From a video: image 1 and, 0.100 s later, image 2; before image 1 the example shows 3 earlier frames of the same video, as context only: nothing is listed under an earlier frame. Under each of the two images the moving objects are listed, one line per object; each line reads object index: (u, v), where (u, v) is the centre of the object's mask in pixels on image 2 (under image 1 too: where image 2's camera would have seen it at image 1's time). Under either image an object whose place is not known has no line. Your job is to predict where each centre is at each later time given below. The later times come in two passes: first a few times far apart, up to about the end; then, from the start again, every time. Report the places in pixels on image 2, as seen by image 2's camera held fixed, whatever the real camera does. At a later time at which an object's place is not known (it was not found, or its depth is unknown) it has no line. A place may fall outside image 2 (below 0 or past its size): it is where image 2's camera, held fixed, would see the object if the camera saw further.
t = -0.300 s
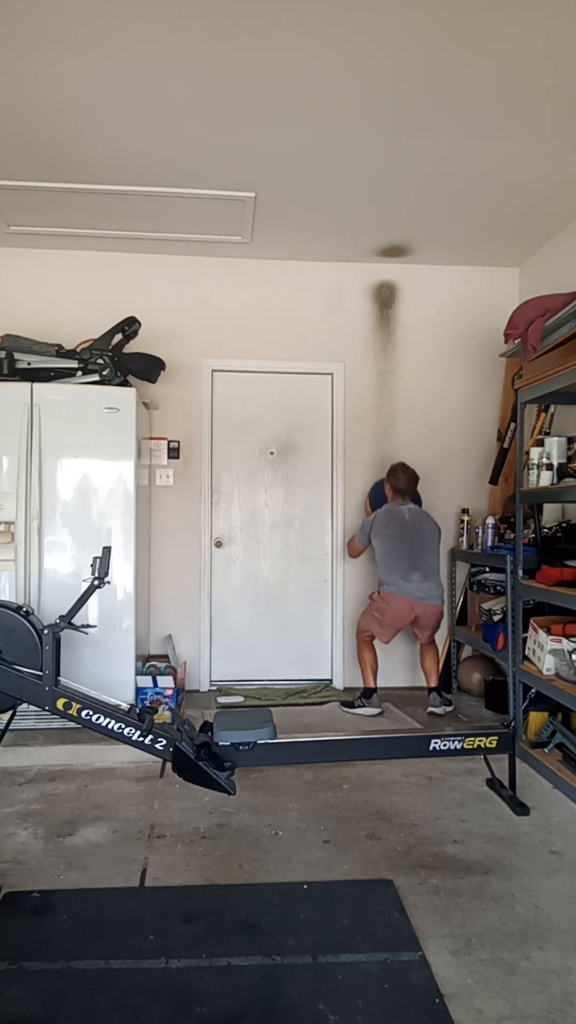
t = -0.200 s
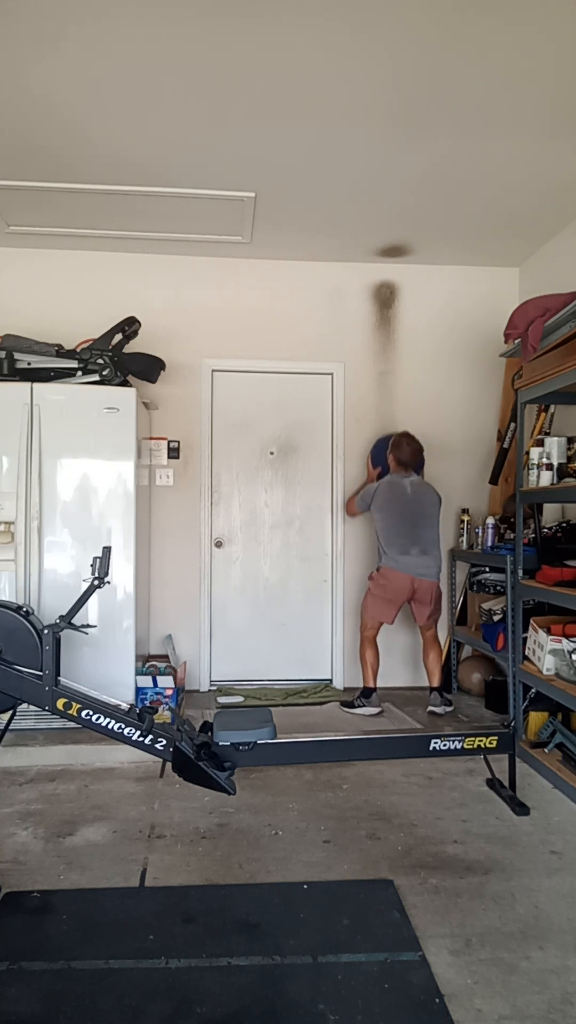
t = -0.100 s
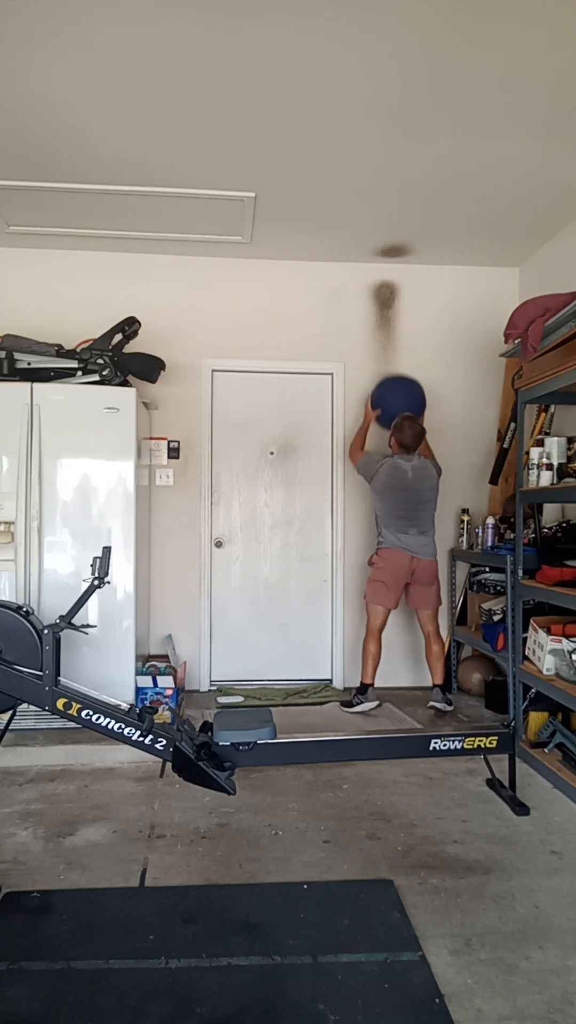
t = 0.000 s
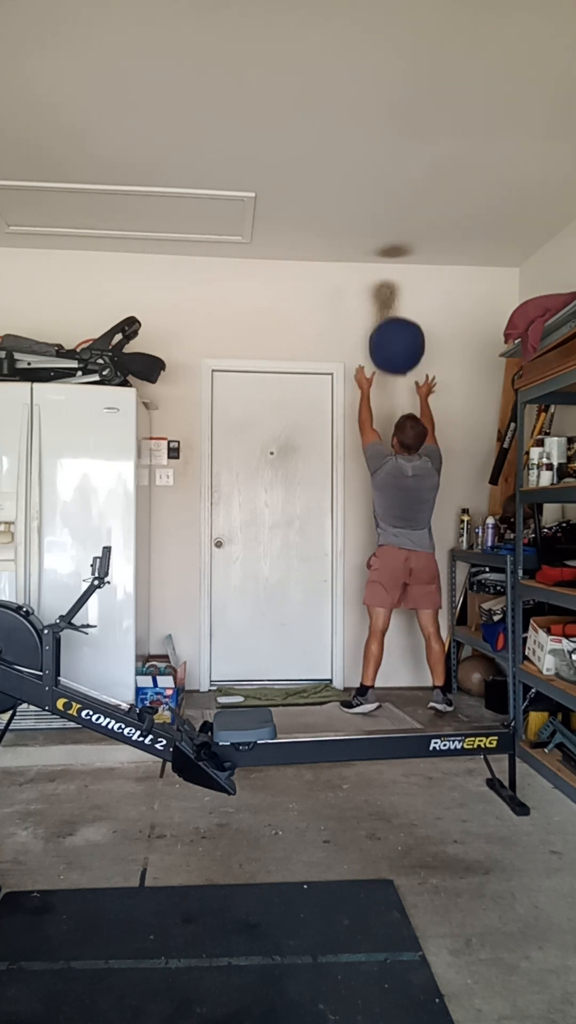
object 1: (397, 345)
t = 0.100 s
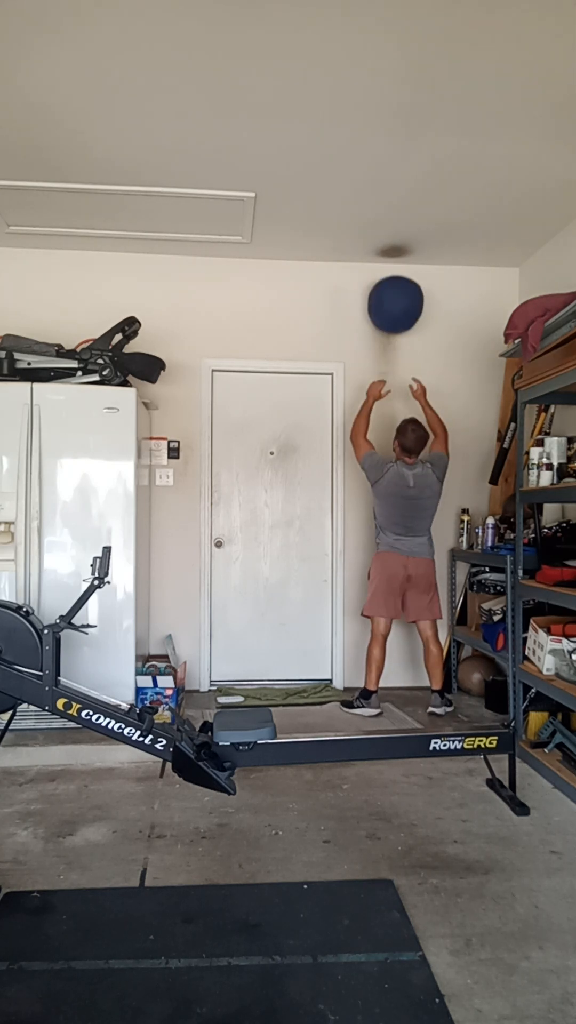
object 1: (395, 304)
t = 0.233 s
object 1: (393, 276)
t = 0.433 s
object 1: (393, 311)
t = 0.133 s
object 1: (395, 294)
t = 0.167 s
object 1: (394, 286)
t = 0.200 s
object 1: (394, 279)
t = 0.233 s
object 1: (393, 276)
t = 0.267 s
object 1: (392, 279)
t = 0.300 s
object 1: (392, 284)
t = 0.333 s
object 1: (392, 289)
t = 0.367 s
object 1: (392, 294)
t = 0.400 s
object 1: (392, 302)
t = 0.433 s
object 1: (393, 311)
